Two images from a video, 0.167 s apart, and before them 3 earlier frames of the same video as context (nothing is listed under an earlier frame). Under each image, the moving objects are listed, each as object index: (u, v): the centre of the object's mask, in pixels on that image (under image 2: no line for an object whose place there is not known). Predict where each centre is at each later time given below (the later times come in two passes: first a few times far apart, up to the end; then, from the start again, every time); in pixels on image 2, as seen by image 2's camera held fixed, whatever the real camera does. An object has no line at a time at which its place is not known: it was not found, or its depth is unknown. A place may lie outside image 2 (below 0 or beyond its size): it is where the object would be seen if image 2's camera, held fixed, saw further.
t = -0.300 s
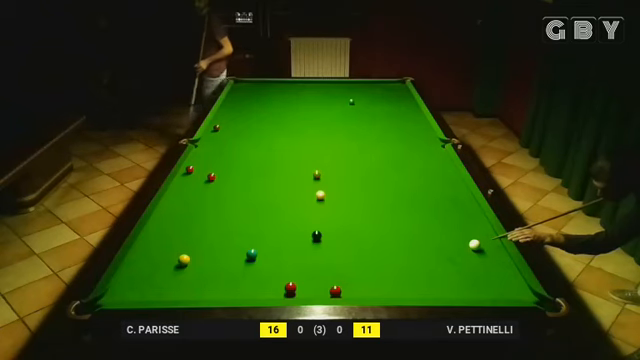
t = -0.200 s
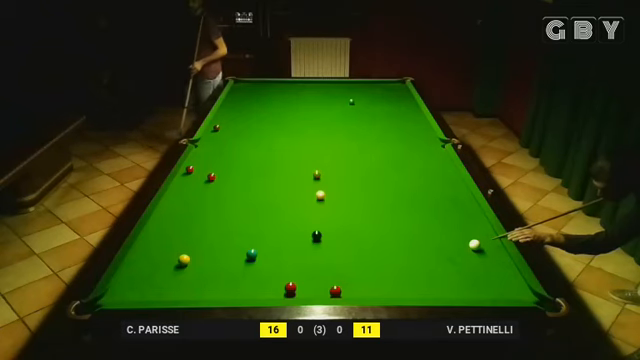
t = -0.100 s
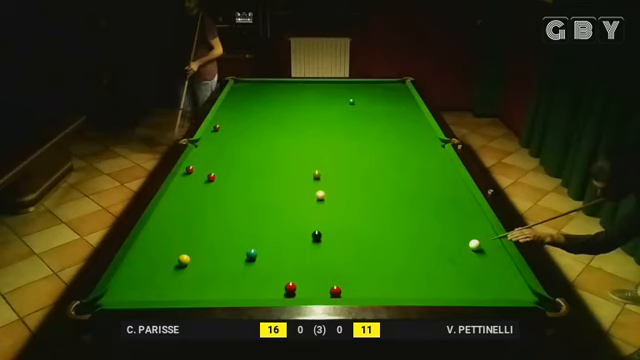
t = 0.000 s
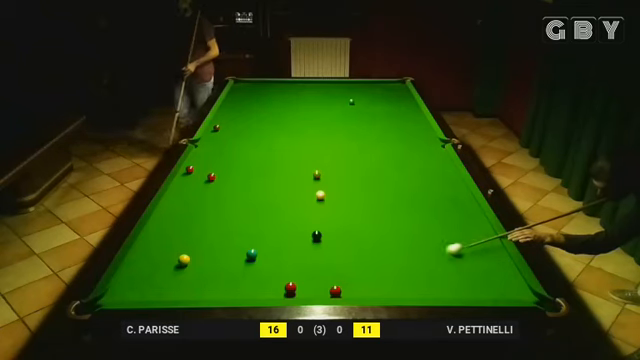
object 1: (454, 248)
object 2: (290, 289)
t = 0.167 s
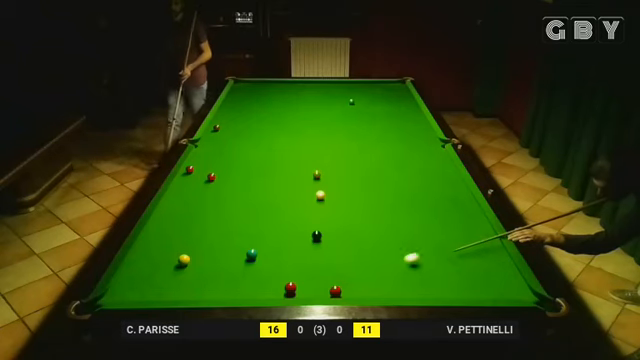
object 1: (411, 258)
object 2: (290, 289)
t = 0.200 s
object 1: (404, 260)
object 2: (290, 289)
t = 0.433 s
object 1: (345, 273)
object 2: (290, 289)
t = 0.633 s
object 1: (302, 285)
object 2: (280, 290)
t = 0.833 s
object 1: (292, 289)
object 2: (240, 295)
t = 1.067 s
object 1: (279, 292)
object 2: (206, 293)
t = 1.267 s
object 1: (270, 294)
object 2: (179, 290)
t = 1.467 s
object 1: (264, 292)
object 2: (153, 287)
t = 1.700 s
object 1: (257, 291)
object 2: (123, 284)
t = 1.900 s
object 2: (130, 281)
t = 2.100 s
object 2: (146, 279)
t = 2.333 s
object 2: (164, 276)
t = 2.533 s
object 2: (178, 274)
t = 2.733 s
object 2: (190, 272)
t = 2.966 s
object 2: (204, 270)
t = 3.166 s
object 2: (215, 269)
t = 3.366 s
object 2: (224, 267)
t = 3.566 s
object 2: (233, 266)
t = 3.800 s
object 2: (241, 265)
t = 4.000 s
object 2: (248, 264)
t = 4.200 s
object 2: (253, 264)
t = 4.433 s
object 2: (258, 263)
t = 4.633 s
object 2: (262, 263)
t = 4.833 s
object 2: (265, 263)
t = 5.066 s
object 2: (267, 263)
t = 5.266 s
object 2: (268, 263)
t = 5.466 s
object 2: (269, 263)
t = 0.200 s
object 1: (404, 260)
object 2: (290, 289)
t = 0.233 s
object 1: (395, 262)
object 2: (290, 289)
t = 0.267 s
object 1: (387, 264)
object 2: (290, 289)
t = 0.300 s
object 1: (379, 266)
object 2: (290, 289)
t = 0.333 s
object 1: (370, 267)
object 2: (290, 289)
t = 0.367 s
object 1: (362, 270)
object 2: (290, 289)
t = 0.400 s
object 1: (354, 271)
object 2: (290, 289)
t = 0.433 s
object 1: (345, 273)
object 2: (290, 289)
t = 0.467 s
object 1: (336, 275)
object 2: (290, 289)
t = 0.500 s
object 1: (328, 278)
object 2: (290, 288)
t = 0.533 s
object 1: (319, 280)
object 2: (290, 289)
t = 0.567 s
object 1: (310, 282)
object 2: (290, 289)
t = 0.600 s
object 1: (303, 284)
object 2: (288, 289)
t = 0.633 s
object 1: (302, 285)
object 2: (280, 290)
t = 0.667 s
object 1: (301, 285)
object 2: (272, 291)
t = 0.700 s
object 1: (300, 286)
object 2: (265, 292)
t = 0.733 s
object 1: (298, 287)
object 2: (258, 293)
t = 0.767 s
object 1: (296, 287)
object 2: (252, 294)
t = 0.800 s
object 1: (294, 288)
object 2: (245, 295)
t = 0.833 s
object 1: (292, 289)
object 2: (240, 295)
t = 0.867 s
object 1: (290, 289)
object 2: (235, 294)
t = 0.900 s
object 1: (288, 289)
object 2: (230, 294)
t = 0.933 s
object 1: (287, 290)
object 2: (225, 294)
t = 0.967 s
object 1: (285, 291)
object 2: (221, 294)
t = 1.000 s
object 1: (283, 291)
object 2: (216, 293)
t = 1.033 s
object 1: (281, 292)
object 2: (211, 293)
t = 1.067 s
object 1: (279, 292)
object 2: (206, 293)
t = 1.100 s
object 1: (278, 293)
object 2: (202, 293)
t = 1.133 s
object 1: (276, 294)
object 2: (197, 293)
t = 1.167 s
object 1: (274, 294)
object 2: (193, 292)
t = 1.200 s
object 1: (273, 294)
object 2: (188, 292)
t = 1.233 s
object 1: (271, 294)
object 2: (183, 291)
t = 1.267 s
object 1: (270, 294)
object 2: (179, 290)
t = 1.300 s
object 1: (269, 294)
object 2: (174, 290)
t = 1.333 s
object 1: (268, 293)
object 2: (170, 289)
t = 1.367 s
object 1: (267, 293)
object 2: (165, 289)
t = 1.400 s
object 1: (266, 293)
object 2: (161, 288)
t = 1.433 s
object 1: (265, 293)
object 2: (157, 288)
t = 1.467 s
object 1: (264, 292)
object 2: (153, 287)
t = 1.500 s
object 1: (263, 292)
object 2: (149, 287)
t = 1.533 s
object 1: (262, 292)
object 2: (145, 286)
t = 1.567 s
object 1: (261, 292)
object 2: (140, 286)
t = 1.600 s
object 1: (260, 292)
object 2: (136, 285)
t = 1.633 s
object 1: (259, 291)
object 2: (132, 285)
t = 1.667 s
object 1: (258, 291)
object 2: (127, 285)
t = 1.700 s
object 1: (257, 291)
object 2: (123, 284)
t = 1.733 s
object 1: (257, 291)
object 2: (119, 284)
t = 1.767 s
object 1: (256, 291)
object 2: (117, 284)
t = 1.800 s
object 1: (255, 291)
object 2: (121, 283)
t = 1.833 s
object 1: (254, 291)
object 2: (124, 283)
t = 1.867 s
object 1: (253, 291)
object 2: (127, 282)
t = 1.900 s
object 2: (130, 281)
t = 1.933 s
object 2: (133, 281)
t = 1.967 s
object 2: (136, 281)
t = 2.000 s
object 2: (138, 281)
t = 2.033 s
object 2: (141, 280)
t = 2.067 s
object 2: (144, 279)
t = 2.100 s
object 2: (146, 279)
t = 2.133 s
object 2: (149, 279)
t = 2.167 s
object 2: (152, 278)
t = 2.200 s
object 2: (154, 278)
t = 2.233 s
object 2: (157, 277)
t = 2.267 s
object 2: (159, 277)
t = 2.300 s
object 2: (162, 277)
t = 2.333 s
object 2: (164, 276)
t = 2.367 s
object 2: (167, 276)
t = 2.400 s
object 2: (169, 275)
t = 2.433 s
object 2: (171, 275)
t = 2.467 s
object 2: (174, 274)
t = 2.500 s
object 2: (176, 274)
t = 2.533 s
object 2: (178, 274)
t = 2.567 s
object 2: (180, 274)
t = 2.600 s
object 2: (182, 273)
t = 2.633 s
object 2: (184, 273)
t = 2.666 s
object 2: (186, 273)
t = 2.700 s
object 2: (189, 272)
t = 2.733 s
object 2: (190, 272)
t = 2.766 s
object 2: (193, 272)
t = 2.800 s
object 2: (195, 272)
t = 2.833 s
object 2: (197, 271)
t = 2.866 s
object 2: (199, 271)
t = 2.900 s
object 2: (201, 271)
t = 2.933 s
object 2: (203, 271)
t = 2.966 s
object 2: (204, 270)
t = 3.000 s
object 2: (206, 270)
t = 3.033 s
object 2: (208, 270)
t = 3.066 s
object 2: (210, 269)
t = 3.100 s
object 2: (212, 269)
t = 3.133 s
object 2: (213, 269)
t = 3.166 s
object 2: (215, 269)
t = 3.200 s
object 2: (216, 268)
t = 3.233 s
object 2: (218, 268)
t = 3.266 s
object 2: (220, 268)
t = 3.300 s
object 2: (221, 268)
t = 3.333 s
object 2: (223, 267)
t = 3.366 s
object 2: (224, 267)
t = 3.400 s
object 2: (226, 267)
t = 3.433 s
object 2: (227, 267)
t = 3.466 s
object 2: (229, 267)
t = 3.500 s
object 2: (230, 267)
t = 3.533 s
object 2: (231, 266)
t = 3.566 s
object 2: (233, 266)
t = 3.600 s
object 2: (234, 266)
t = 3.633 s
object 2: (235, 266)
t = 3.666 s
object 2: (237, 266)
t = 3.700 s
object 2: (238, 266)
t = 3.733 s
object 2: (239, 266)
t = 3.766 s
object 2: (240, 265)
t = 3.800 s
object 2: (241, 265)
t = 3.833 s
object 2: (242, 265)
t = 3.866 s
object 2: (244, 265)
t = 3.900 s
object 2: (245, 265)
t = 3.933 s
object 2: (246, 264)
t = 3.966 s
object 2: (247, 265)
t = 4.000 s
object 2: (248, 264)
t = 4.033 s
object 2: (249, 264)
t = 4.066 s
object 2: (250, 264)
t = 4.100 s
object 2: (250, 264)
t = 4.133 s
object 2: (251, 263)
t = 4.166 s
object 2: (252, 263)
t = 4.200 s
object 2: (253, 264)
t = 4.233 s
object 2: (254, 264)
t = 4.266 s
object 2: (255, 264)
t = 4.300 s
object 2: (256, 264)
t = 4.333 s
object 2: (256, 264)
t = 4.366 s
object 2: (257, 263)
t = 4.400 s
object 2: (258, 263)
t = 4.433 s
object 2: (258, 263)
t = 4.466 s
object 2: (259, 264)
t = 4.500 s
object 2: (260, 263)
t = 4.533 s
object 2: (260, 263)
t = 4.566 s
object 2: (261, 263)
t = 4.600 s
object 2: (262, 264)
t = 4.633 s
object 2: (262, 263)
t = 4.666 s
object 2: (263, 263)
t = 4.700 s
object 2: (263, 263)
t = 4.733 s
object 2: (264, 263)
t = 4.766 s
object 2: (264, 263)
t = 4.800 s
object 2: (265, 263)
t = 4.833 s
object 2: (265, 263)
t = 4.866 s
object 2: (265, 263)
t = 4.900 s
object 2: (266, 263)
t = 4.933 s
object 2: (266, 263)
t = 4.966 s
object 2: (266, 263)
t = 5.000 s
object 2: (267, 263)
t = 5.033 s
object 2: (267, 263)
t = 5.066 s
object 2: (267, 263)
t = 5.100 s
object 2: (267, 263)
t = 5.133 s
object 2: (268, 263)
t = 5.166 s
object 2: (268, 263)
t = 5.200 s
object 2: (268, 263)
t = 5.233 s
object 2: (268, 263)
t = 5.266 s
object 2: (268, 263)
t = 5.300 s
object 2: (268, 263)
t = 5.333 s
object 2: (268, 263)
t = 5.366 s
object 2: (268, 263)
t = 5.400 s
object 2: (269, 263)
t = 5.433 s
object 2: (269, 263)
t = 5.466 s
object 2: (269, 263)
